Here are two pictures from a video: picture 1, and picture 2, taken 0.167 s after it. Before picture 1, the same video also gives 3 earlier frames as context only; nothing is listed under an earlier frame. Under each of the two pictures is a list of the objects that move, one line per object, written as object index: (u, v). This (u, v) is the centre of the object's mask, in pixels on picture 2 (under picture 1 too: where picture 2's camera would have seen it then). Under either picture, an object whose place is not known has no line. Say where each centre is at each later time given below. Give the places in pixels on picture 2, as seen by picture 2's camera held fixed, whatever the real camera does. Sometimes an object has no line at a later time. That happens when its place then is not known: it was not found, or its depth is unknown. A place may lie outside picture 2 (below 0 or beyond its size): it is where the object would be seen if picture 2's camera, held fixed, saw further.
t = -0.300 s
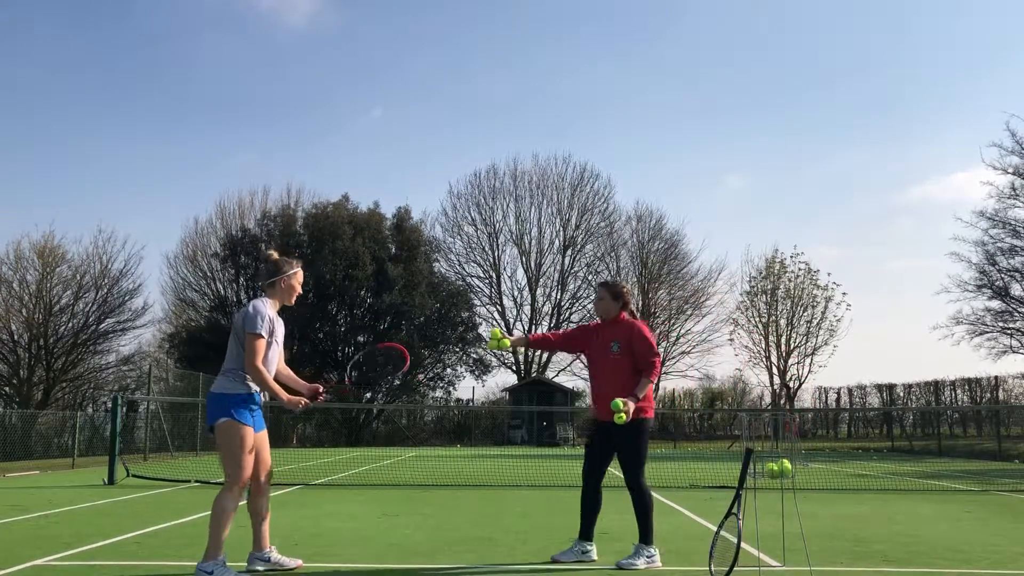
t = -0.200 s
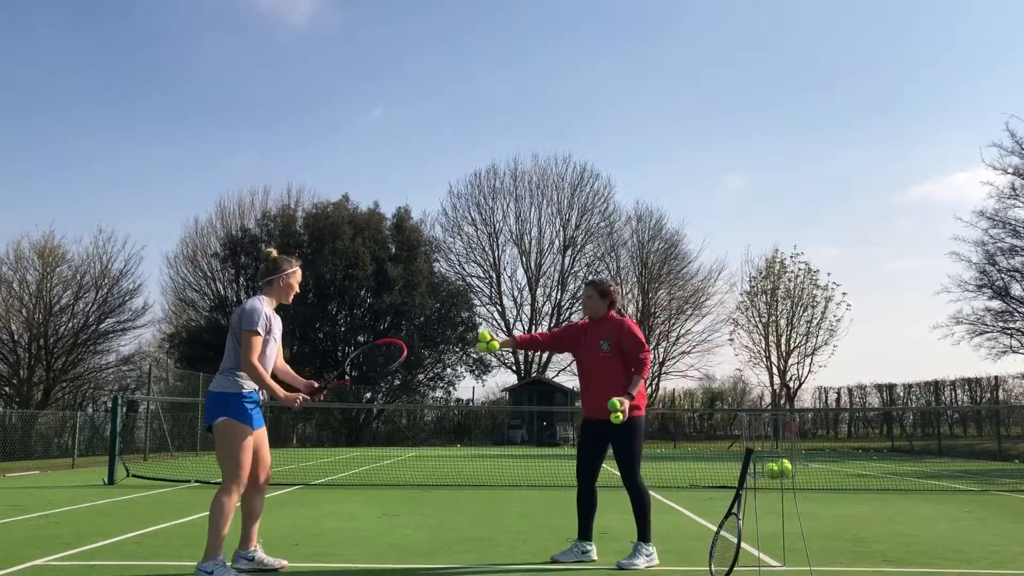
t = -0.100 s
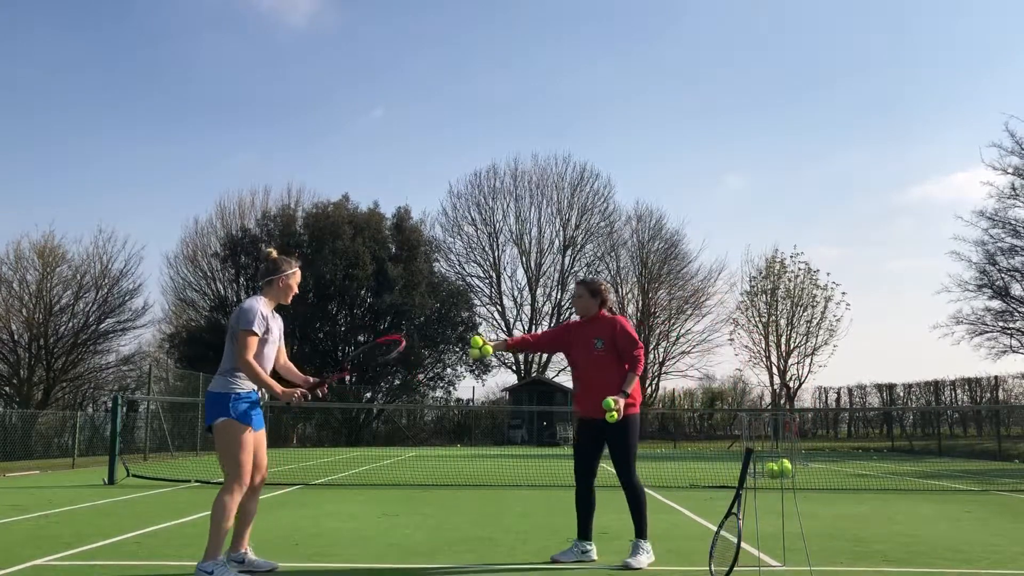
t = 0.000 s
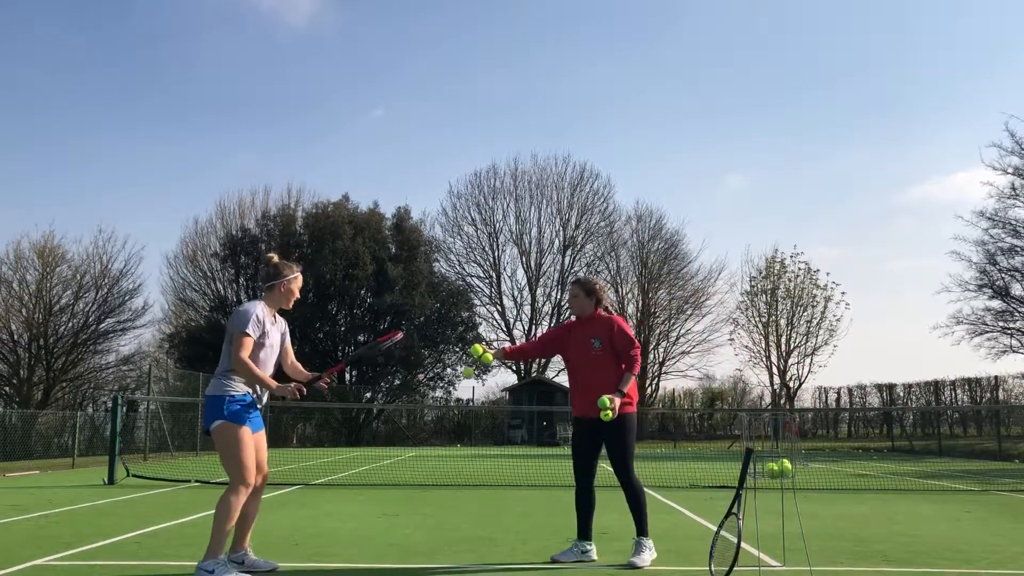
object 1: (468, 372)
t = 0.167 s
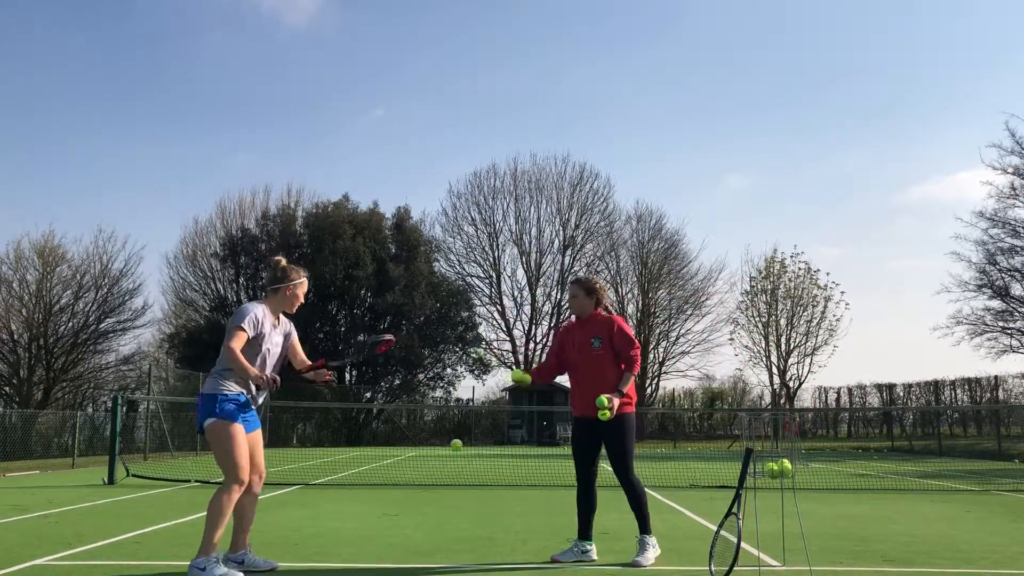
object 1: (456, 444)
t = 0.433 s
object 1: (441, 498)
